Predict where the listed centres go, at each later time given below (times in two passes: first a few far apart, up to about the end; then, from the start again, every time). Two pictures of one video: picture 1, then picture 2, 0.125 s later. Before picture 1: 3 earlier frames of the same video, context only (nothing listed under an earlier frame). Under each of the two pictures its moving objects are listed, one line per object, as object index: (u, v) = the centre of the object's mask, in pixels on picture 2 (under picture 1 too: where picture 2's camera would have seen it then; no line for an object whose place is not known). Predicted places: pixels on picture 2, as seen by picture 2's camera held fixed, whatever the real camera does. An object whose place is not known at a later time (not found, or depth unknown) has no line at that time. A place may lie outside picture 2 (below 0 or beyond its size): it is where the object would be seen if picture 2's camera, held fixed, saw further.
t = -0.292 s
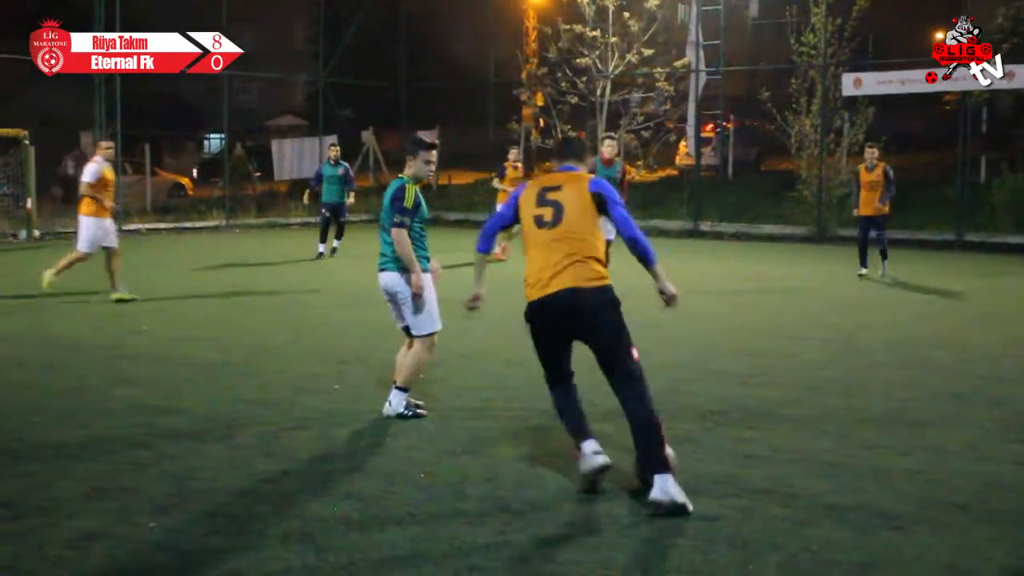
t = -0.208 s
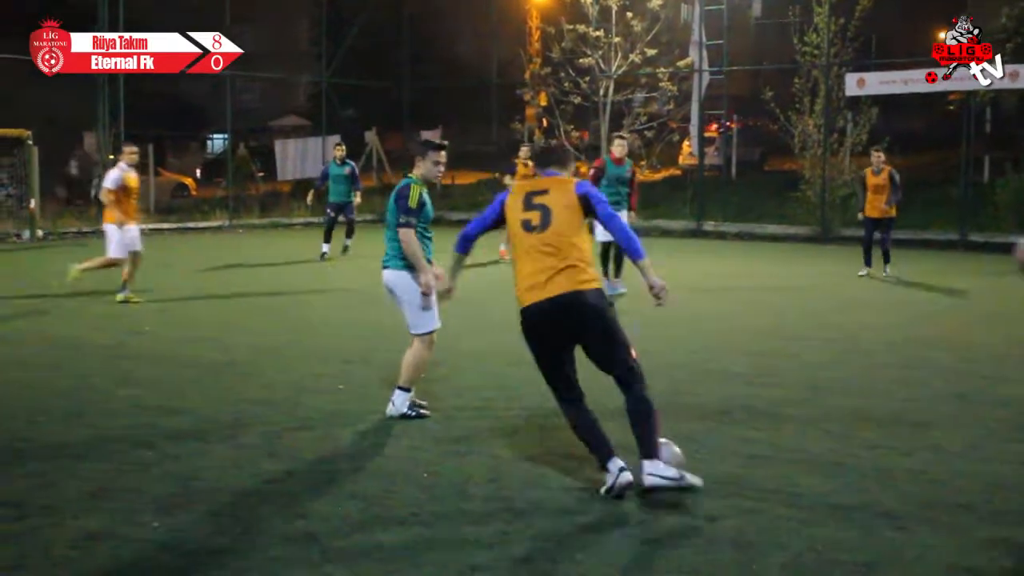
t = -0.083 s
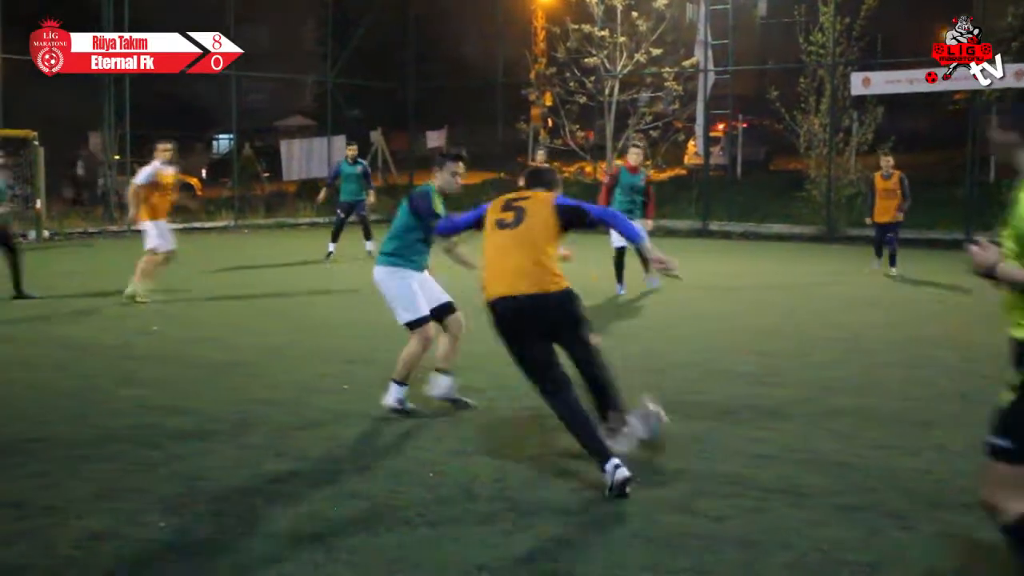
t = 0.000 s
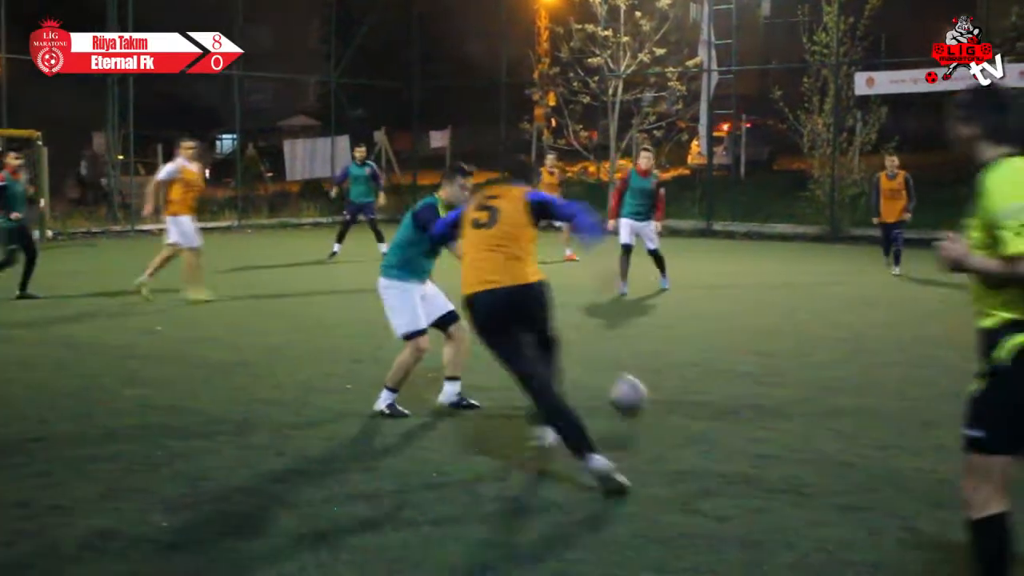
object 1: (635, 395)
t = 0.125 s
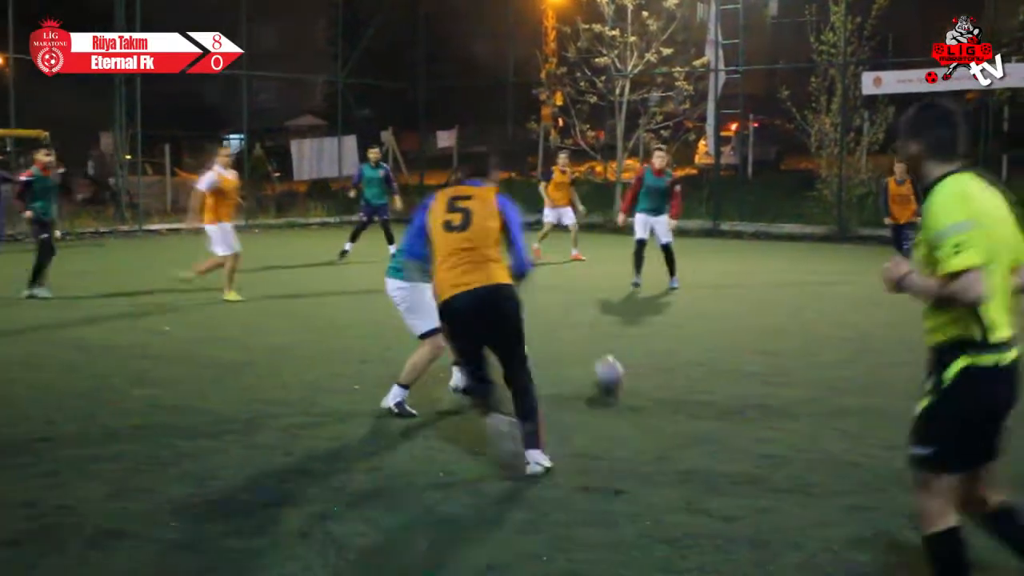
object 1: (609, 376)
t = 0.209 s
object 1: (594, 353)
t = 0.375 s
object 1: (574, 337)
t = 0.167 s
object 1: (602, 362)
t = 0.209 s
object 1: (594, 353)
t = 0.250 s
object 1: (588, 347)
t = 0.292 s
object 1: (583, 343)
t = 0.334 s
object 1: (578, 342)
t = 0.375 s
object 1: (574, 337)
